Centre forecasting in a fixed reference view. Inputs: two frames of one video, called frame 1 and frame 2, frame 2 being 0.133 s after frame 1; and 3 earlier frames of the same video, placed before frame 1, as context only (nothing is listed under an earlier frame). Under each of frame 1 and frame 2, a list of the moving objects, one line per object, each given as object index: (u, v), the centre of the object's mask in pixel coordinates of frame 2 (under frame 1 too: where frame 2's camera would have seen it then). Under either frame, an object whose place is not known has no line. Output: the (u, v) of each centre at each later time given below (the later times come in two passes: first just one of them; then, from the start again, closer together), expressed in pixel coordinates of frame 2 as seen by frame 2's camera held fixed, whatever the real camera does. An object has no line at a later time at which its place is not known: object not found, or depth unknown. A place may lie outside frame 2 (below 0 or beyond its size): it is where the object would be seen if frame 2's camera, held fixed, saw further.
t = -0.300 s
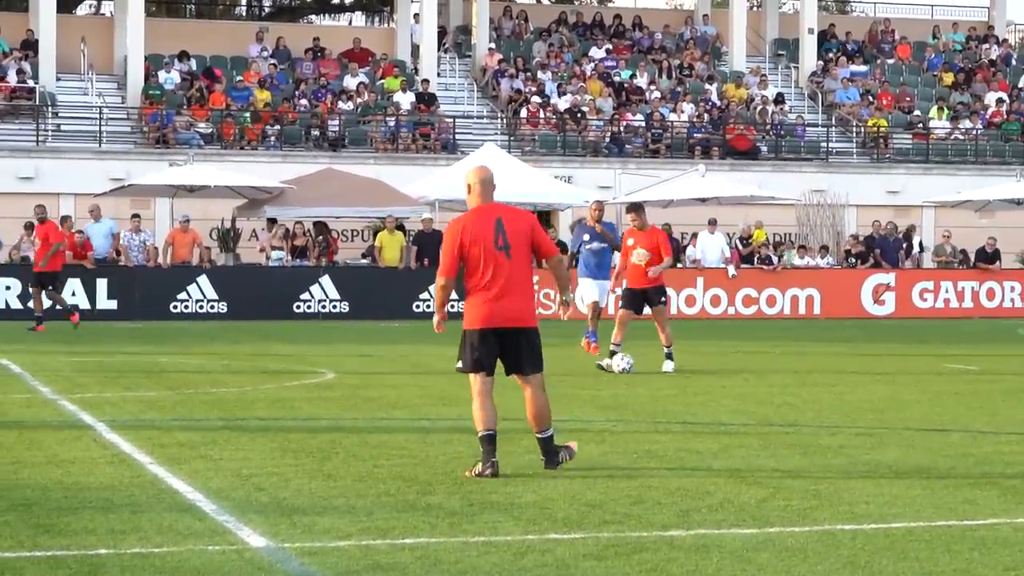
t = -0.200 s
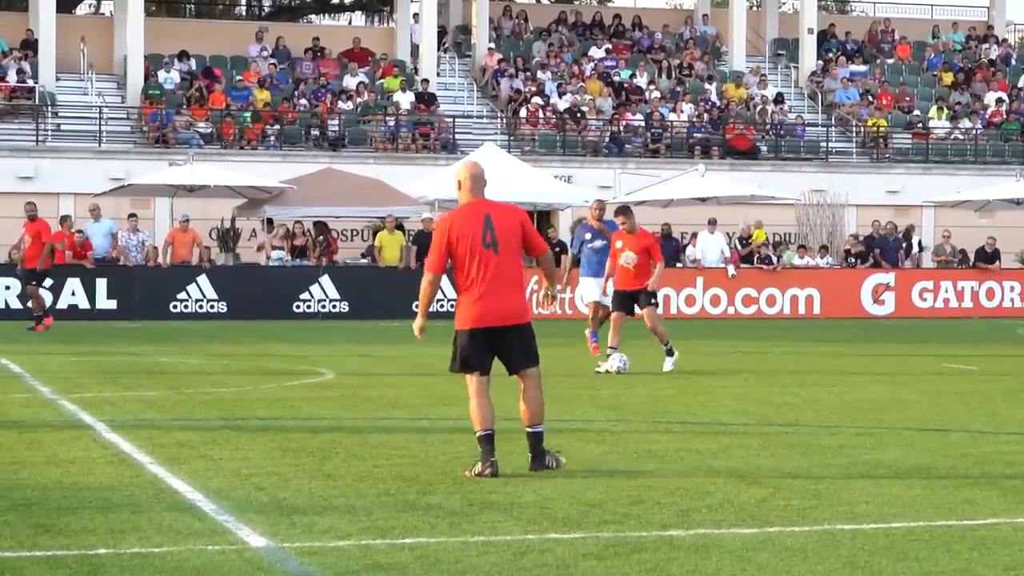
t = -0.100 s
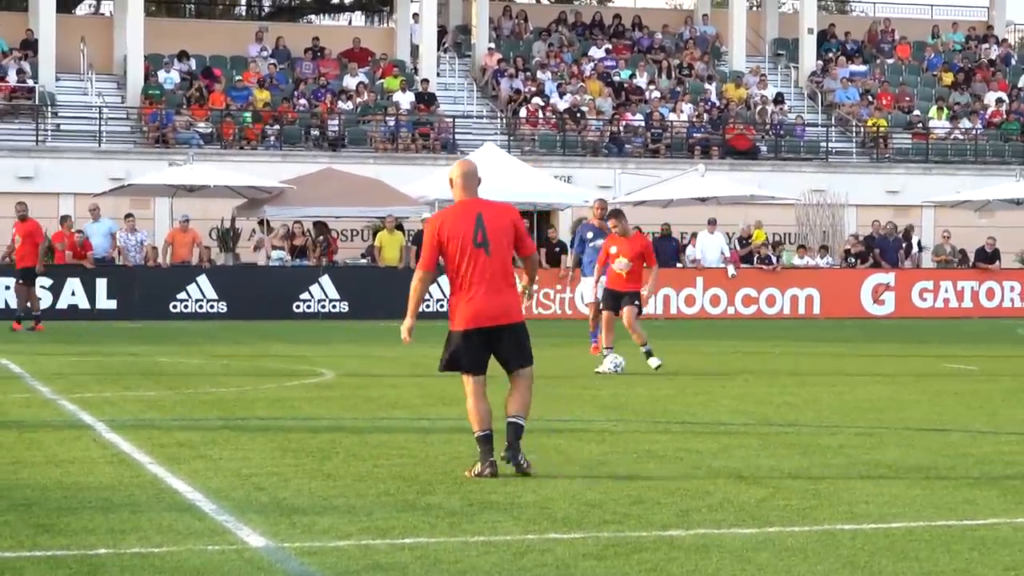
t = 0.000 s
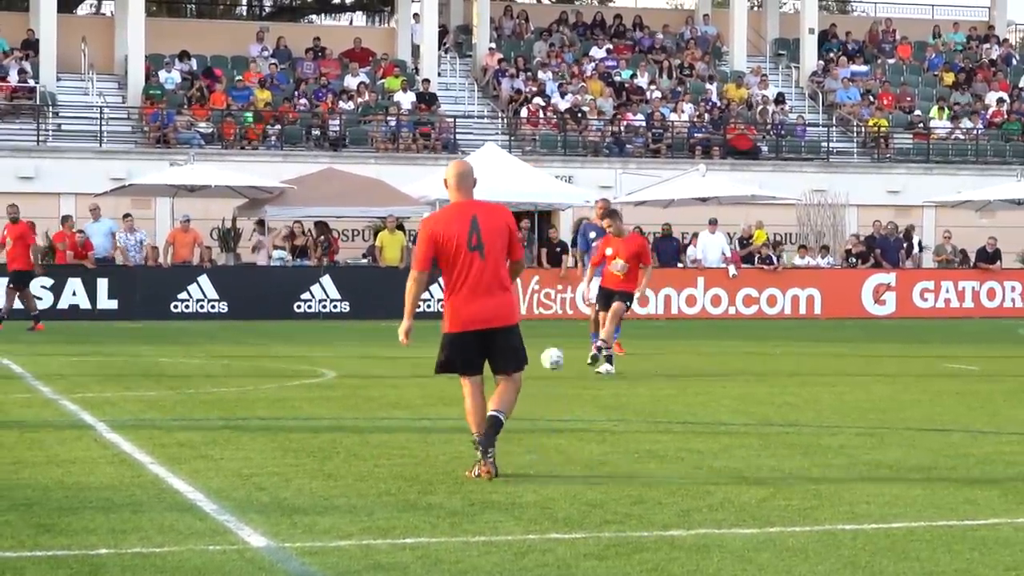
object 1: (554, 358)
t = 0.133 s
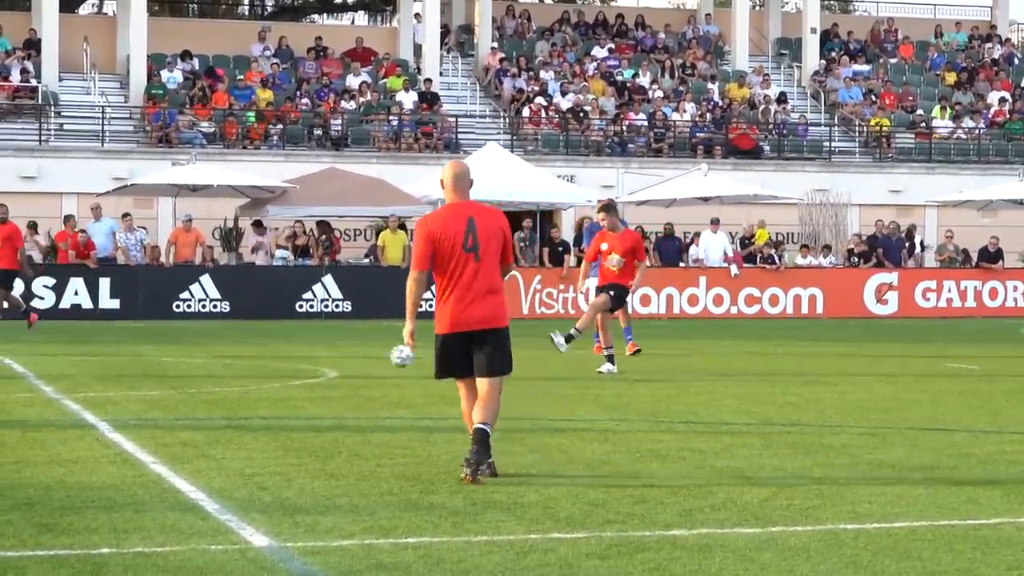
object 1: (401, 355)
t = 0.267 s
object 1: (245, 366)
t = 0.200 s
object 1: (323, 361)
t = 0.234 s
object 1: (283, 366)
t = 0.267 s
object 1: (245, 366)
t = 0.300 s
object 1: (210, 364)
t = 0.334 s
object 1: (175, 361)
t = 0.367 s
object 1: (139, 360)
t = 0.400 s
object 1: (101, 360)
